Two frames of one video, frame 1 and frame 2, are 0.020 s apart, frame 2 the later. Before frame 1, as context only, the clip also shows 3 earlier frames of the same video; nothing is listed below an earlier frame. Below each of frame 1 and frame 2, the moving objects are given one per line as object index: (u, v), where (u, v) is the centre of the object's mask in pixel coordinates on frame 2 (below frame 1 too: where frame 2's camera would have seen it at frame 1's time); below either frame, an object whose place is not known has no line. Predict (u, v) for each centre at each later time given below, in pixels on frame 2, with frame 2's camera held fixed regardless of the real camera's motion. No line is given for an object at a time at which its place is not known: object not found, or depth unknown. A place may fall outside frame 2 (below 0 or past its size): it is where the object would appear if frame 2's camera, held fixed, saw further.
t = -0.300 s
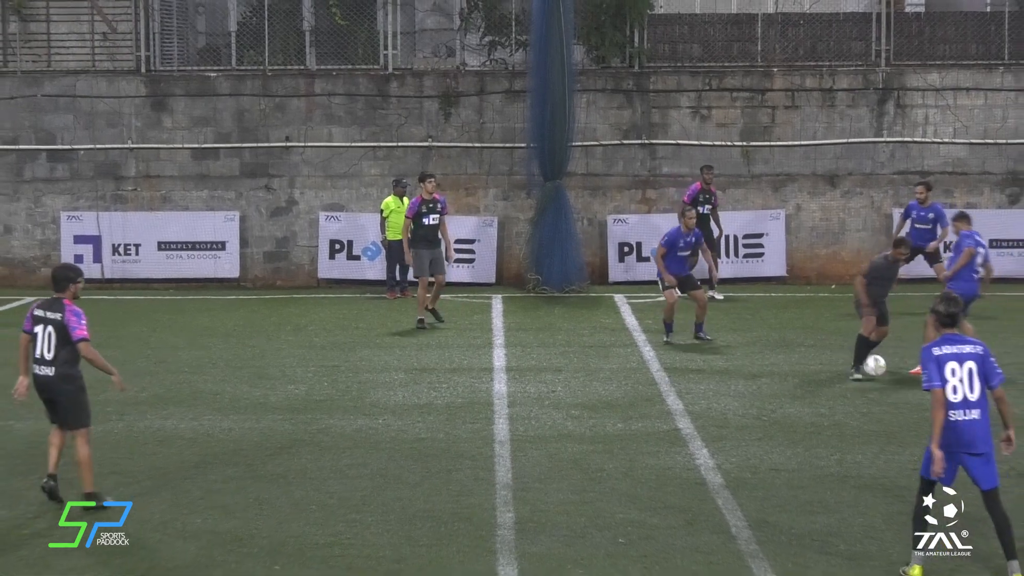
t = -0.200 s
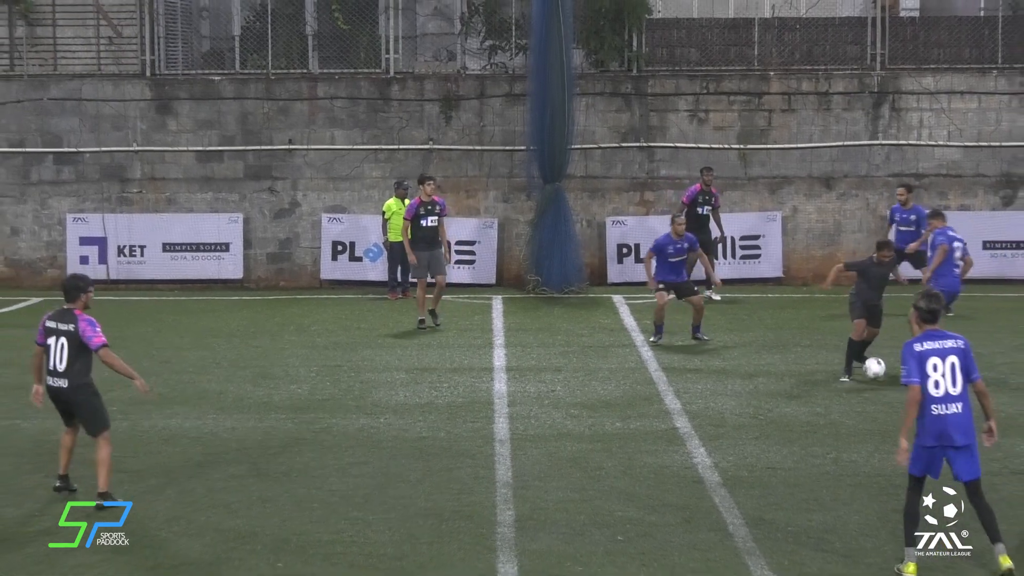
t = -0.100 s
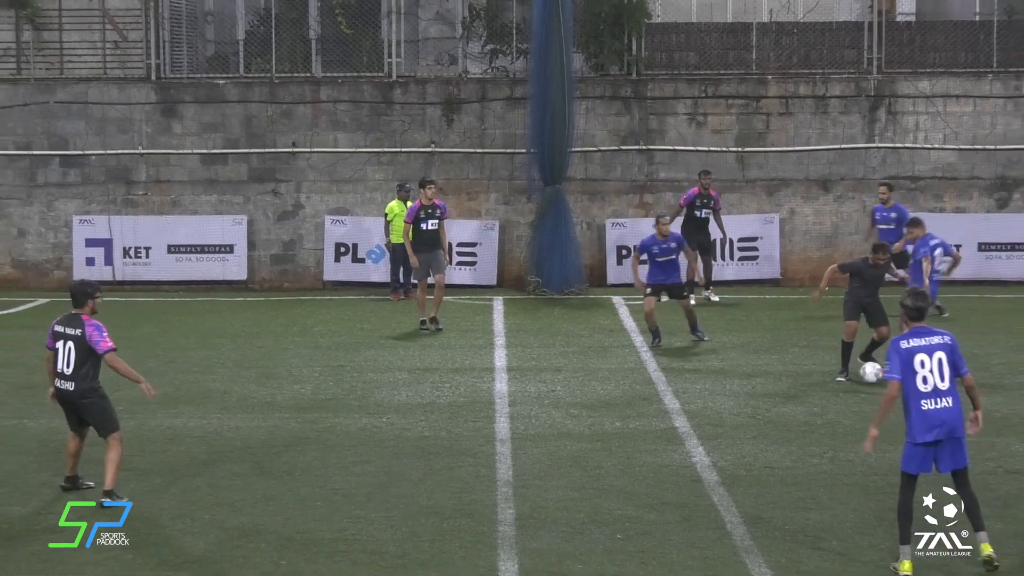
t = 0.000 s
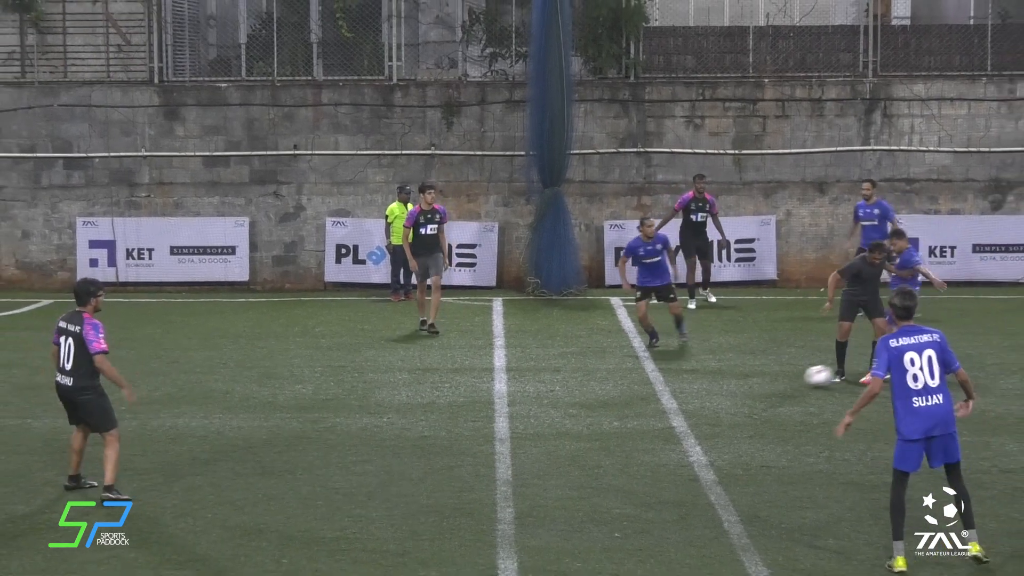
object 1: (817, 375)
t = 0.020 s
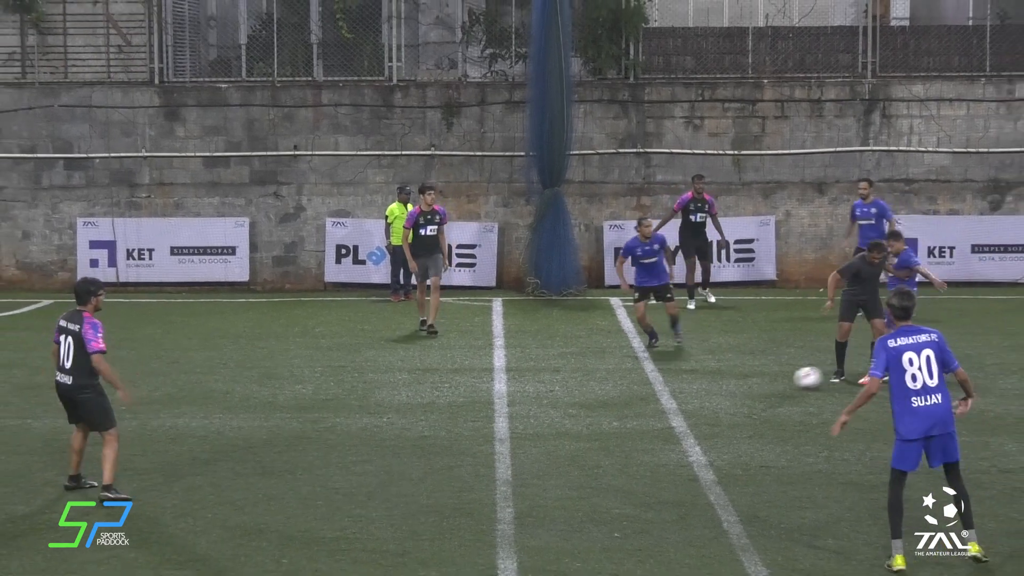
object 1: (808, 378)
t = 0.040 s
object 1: (798, 378)
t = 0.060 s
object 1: (789, 379)
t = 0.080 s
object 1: (780, 379)
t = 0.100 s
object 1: (770, 380)
